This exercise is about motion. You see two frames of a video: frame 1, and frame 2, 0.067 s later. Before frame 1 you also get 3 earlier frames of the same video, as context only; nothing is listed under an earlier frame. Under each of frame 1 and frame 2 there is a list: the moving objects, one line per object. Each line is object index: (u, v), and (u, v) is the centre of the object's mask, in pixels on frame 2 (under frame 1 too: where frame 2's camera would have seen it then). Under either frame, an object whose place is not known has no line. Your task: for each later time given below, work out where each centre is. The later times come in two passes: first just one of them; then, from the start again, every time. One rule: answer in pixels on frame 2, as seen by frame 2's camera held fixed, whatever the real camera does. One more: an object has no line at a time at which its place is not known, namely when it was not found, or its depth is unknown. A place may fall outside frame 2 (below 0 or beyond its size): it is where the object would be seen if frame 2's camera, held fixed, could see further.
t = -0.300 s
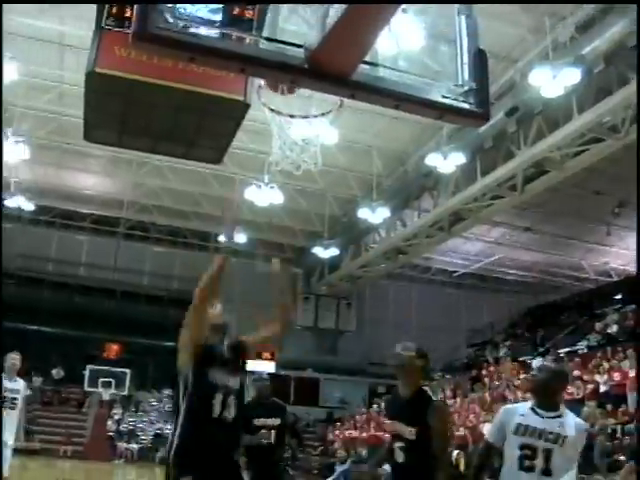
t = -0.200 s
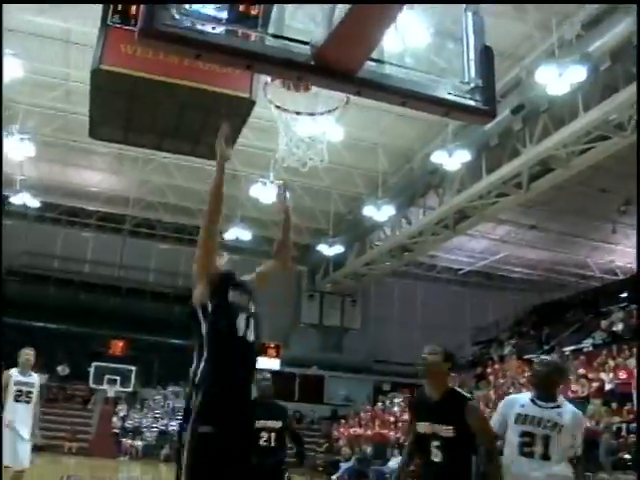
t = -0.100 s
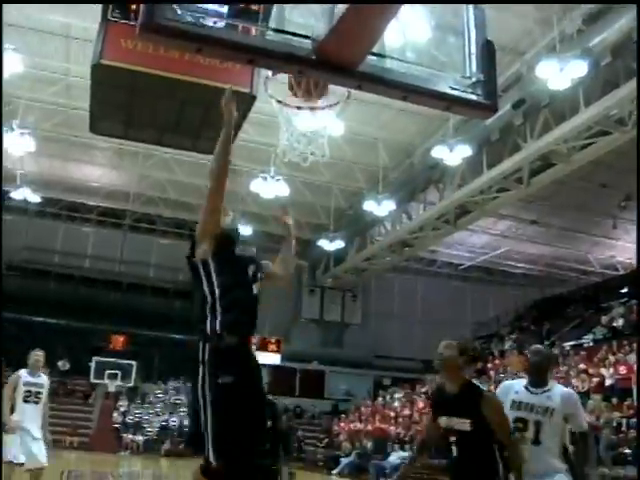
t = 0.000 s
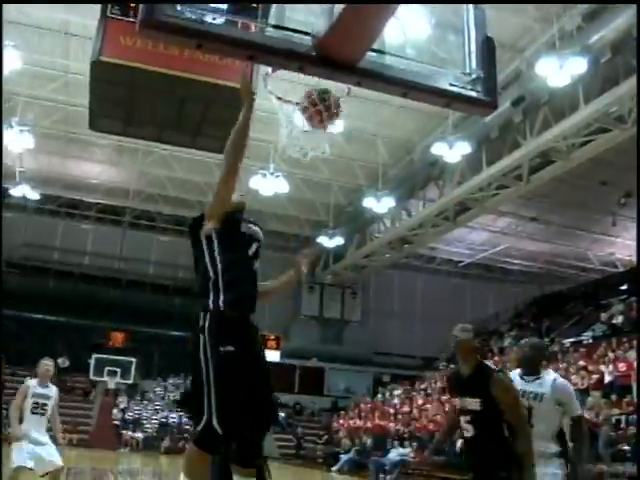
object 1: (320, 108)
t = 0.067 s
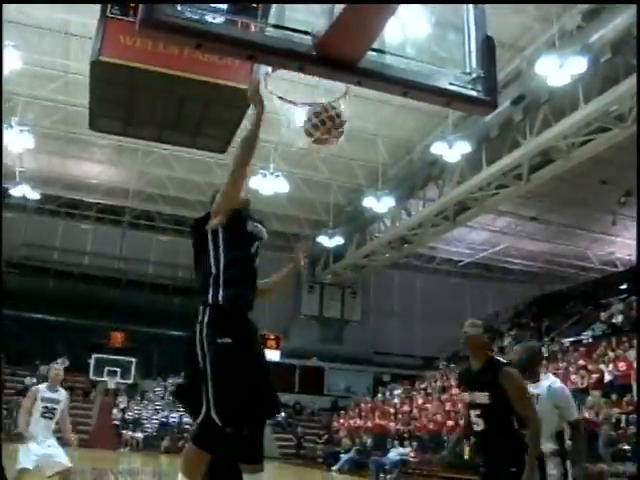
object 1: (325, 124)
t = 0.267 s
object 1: (310, 164)
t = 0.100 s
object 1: (323, 129)
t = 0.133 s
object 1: (321, 134)
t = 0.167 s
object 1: (318, 140)
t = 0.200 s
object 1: (315, 146)
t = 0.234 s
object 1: (312, 155)
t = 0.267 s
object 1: (310, 164)
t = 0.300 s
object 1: (307, 176)
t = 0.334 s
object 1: (304, 191)
